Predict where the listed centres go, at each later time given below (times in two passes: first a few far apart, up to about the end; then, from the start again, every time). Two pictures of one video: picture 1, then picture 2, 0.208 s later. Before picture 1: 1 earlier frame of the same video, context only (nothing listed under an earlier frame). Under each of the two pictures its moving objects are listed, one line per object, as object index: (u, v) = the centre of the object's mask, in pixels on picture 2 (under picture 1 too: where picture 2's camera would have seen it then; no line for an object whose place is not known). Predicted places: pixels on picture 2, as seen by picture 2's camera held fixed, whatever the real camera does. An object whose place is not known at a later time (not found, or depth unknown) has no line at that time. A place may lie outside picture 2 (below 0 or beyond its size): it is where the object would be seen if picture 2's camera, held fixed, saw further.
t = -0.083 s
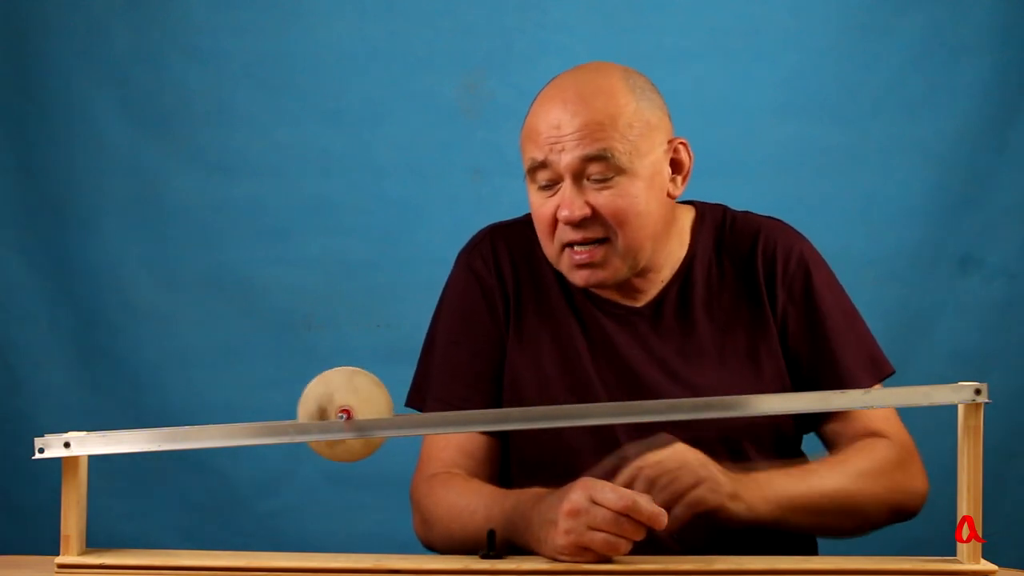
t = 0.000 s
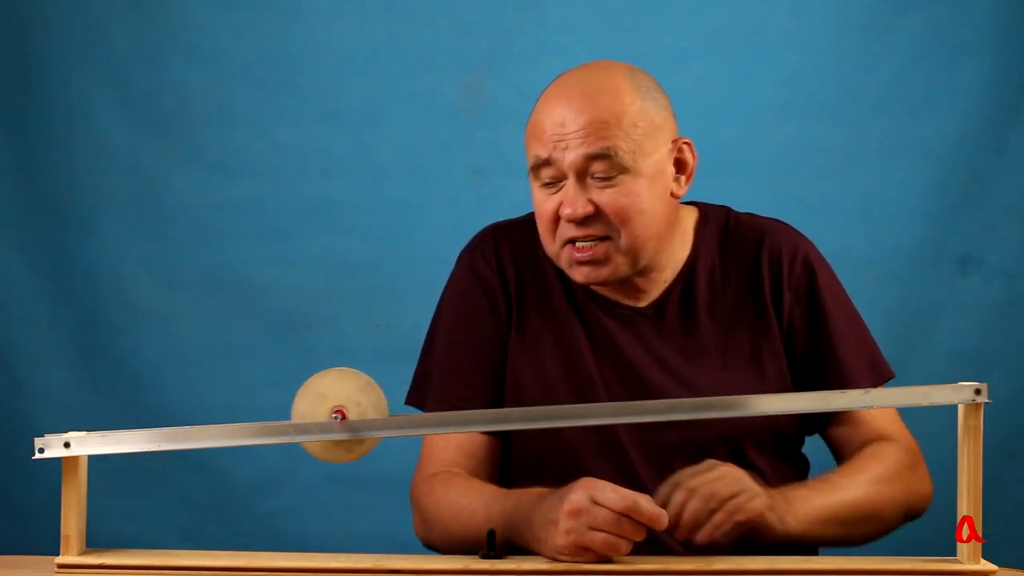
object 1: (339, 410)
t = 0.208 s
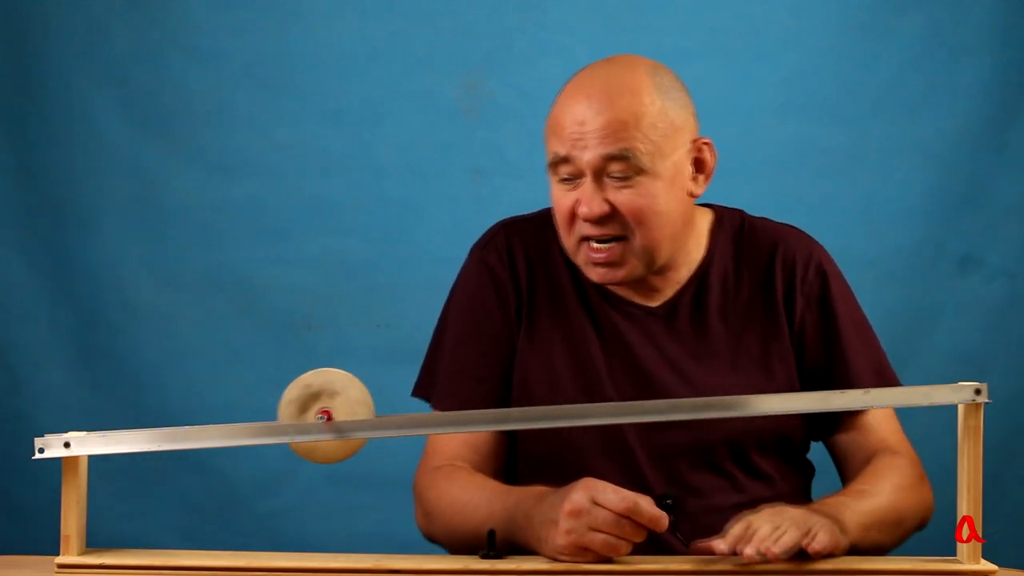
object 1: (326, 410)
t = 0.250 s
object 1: (323, 410)
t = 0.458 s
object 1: (308, 411)
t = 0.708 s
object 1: (291, 412)
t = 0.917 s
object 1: (277, 413)
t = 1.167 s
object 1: (259, 414)
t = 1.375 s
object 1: (244, 414)
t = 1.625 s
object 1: (226, 415)
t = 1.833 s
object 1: (211, 417)
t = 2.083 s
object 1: (192, 418)
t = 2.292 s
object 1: (177, 418)
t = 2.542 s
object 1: (158, 420)
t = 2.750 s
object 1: (142, 421)
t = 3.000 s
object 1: (132, 421)
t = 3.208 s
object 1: (132, 422)
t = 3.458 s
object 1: (132, 421)
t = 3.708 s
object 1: (132, 421)
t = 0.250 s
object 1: (323, 410)
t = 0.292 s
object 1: (320, 410)
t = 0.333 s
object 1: (317, 411)
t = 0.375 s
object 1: (313, 411)
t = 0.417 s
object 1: (311, 411)
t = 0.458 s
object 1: (308, 411)
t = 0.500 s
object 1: (306, 412)
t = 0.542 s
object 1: (303, 411)
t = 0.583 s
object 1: (300, 411)
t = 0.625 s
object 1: (296, 411)
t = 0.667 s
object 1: (293, 412)
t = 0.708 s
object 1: (291, 412)
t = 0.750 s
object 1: (288, 413)
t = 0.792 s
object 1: (285, 413)
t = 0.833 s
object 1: (282, 413)
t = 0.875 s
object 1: (280, 413)
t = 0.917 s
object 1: (277, 413)
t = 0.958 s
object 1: (273, 413)
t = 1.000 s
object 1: (270, 413)
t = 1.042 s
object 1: (267, 413)
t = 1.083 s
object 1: (264, 414)
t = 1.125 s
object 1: (262, 414)
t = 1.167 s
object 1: (259, 414)
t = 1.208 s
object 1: (256, 414)
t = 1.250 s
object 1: (253, 414)
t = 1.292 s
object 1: (250, 414)
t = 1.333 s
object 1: (247, 414)
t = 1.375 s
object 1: (244, 414)
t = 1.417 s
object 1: (241, 415)
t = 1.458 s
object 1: (239, 415)
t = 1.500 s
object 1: (236, 416)
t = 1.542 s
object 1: (232, 415)
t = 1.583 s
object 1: (229, 416)
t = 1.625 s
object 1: (226, 415)
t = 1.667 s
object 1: (223, 416)
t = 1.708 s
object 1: (220, 416)
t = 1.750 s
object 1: (217, 416)
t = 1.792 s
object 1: (214, 416)
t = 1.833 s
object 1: (211, 417)
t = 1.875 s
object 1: (209, 417)
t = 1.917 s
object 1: (205, 417)
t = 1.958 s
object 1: (202, 417)
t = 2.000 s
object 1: (198, 417)
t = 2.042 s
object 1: (195, 417)
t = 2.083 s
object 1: (192, 418)
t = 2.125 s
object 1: (189, 418)
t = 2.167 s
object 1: (186, 419)
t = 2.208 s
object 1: (183, 418)
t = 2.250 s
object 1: (180, 418)
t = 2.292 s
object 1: (177, 418)
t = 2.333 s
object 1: (173, 419)
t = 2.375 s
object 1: (170, 419)
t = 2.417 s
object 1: (167, 419)
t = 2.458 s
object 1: (164, 420)
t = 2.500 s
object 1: (161, 420)
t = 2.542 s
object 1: (158, 420)
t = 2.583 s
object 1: (154, 420)
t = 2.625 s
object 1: (151, 419)
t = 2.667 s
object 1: (148, 420)
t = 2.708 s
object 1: (145, 421)
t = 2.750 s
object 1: (142, 421)
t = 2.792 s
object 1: (139, 421)
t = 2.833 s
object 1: (135, 421)
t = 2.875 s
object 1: (133, 421)
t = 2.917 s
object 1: (132, 421)
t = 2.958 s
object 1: (132, 421)
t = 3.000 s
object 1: (132, 421)
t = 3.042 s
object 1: (132, 421)
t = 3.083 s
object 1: (132, 421)
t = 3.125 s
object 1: (132, 422)
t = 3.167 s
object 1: (132, 422)
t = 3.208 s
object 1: (132, 422)
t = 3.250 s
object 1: (132, 421)
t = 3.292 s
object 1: (132, 422)
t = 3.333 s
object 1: (132, 422)
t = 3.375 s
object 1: (132, 422)
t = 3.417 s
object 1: (132, 422)
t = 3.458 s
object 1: (132, 421)
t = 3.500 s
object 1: (132, 422)
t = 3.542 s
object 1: (132, 422)
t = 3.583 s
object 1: (132, 421)
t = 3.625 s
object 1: (132, 422)
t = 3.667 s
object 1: (132, 422)
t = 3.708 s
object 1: (132, 421)
